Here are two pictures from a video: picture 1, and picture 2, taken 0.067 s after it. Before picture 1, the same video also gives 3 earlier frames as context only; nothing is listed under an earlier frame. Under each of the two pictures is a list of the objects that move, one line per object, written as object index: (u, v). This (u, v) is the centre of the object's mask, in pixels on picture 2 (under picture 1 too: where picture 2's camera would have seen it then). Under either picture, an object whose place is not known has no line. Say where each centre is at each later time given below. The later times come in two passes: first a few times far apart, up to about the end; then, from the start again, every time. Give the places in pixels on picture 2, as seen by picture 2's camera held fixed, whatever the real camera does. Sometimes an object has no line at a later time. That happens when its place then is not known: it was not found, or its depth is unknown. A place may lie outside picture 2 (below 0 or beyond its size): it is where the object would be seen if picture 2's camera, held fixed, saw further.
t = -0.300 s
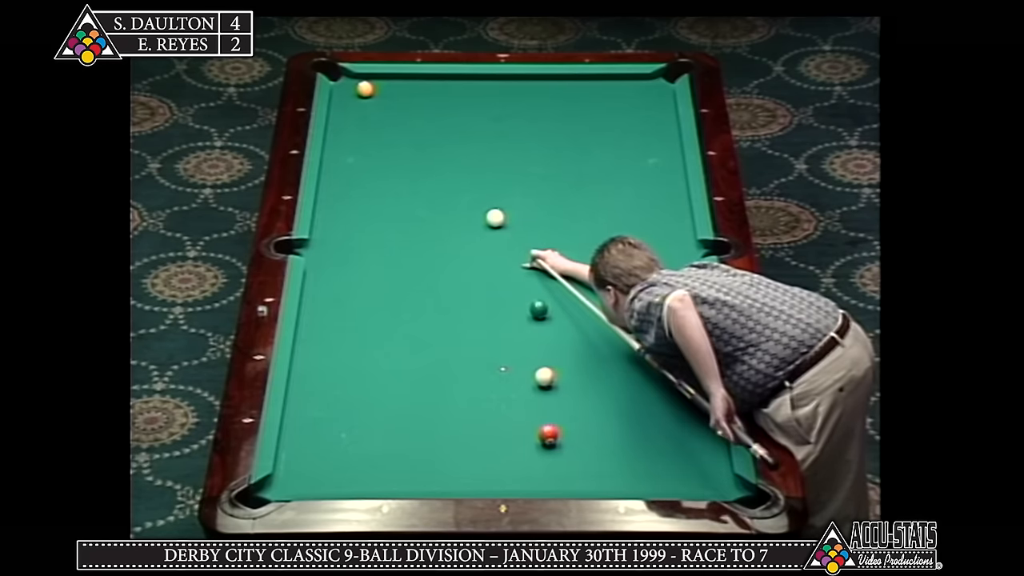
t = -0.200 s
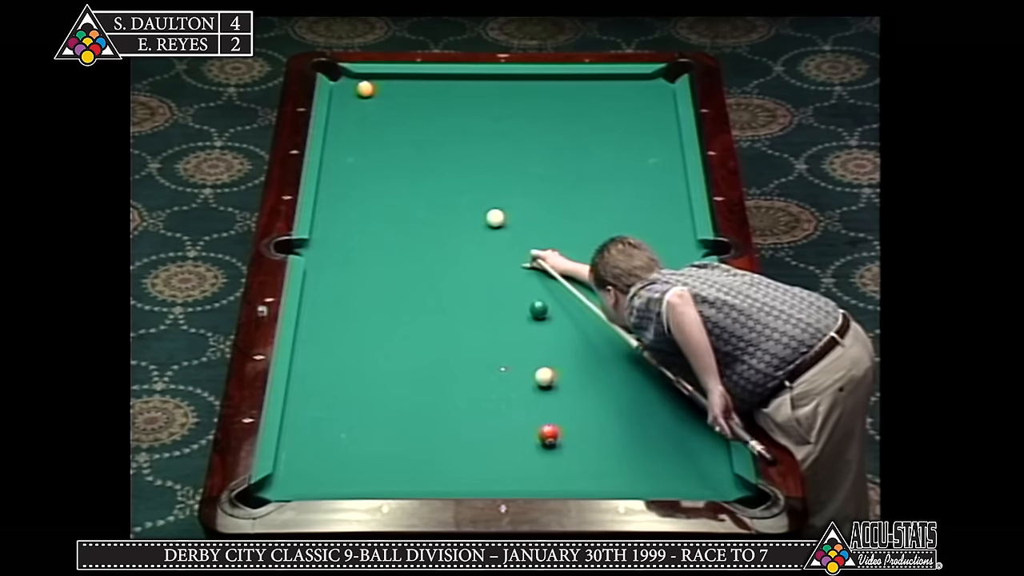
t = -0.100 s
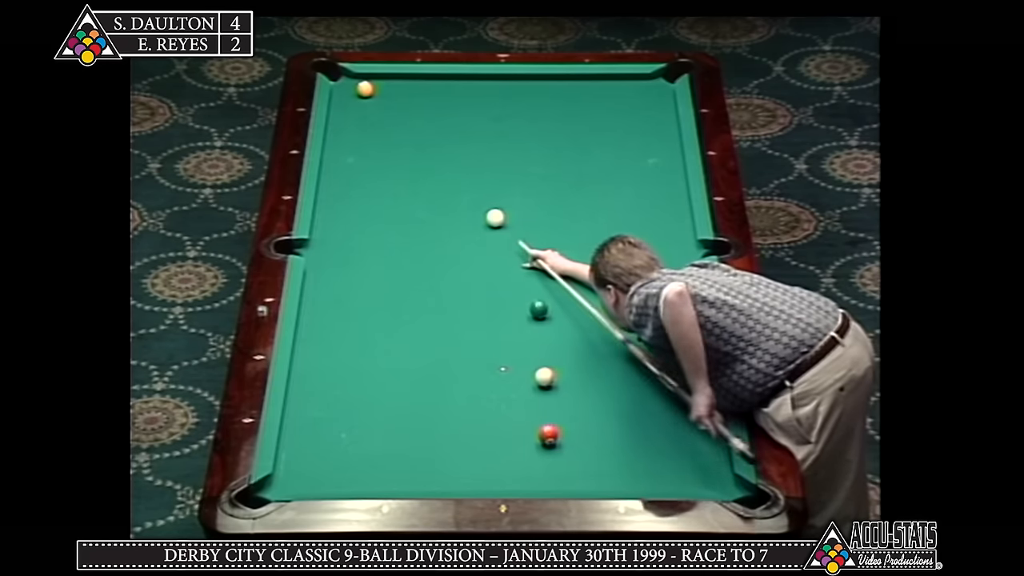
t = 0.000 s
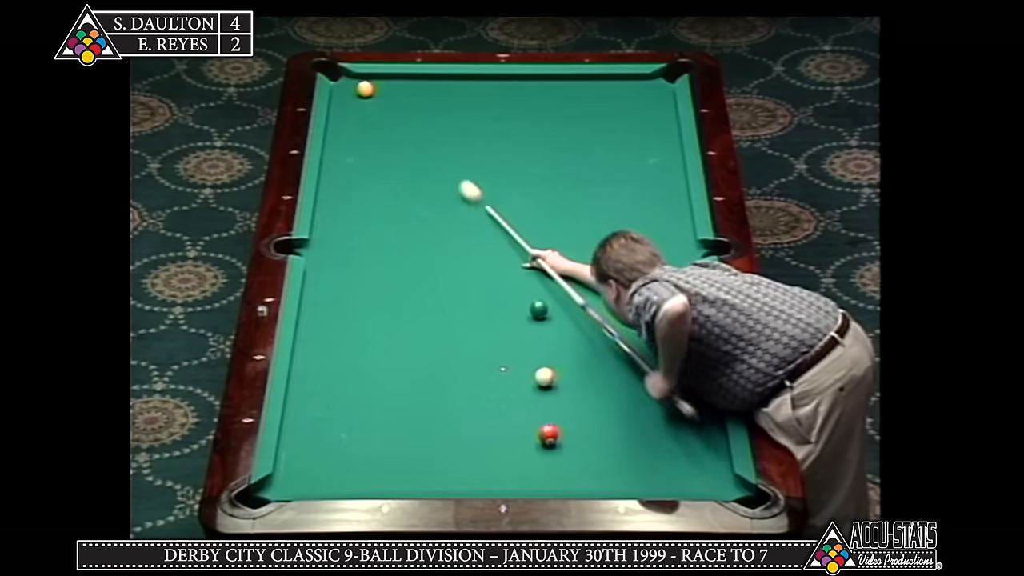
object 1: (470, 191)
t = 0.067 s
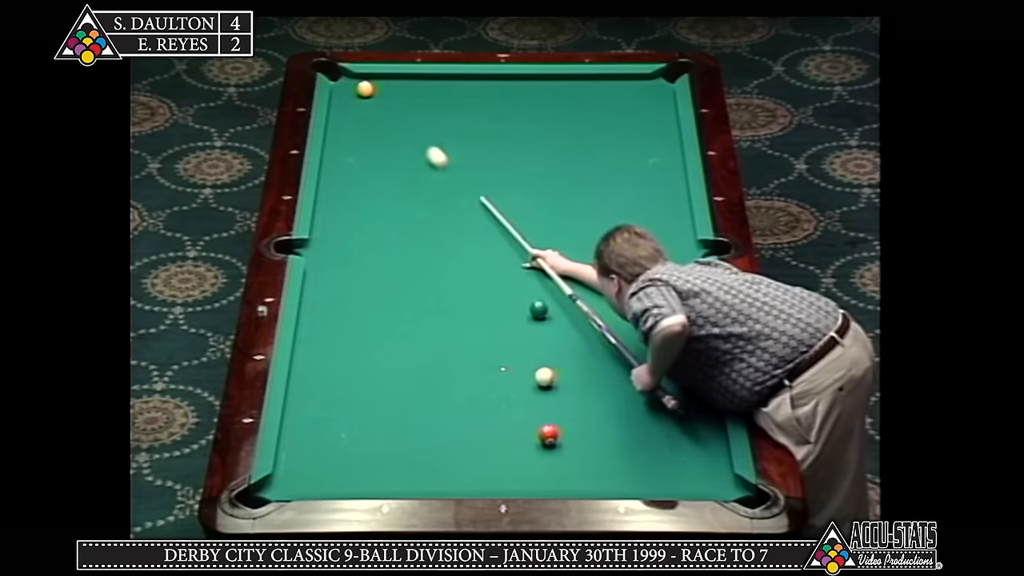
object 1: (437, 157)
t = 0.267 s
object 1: (390, 87)
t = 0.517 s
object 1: (447, 86)
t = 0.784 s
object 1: (507, 100)
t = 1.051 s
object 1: (567, 113)
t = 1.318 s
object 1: (627, 126)
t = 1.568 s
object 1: (669, 138)
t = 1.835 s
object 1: (642, 155)
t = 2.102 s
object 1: (617, 172)
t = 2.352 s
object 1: (593, 188)
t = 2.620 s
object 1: (569, 205)
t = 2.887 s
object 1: (545, 221)
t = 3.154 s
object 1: (522, 236)
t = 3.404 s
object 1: (501, 251)
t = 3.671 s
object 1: (479, 266)
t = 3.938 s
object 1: (458, 280)
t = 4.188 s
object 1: (438, 293)
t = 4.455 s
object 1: (419, 307)
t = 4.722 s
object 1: (400, 320)
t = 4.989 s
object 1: (381, 332)
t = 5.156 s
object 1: (370, 340)
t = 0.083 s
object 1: (429, 149)
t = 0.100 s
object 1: (421, 141)
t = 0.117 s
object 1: (413, 133)
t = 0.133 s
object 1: (406, 125)
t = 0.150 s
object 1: (399, 118)
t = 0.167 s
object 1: (391, 111)
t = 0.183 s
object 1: (384, 103)
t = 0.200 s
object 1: (378, 97)
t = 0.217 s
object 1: (378, 92)
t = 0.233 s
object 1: (382, 91)
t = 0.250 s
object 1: (386, 89)
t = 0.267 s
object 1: (390, 87)
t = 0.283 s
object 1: (394, 85)
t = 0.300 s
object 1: (398, 83)
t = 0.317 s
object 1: (402, 81)
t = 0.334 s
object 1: (405, 80)
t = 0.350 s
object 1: (409, 78)
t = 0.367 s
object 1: (413, 77)
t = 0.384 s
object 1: (417, 78)
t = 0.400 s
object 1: (420, 79)
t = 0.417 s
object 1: (424, 81)
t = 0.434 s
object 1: (428, 82)
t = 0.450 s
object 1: (432, 83)
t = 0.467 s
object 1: (436, 83)
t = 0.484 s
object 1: (440, 84)
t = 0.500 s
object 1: (444, 85)
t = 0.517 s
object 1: (447, 86)
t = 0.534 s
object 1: (451, 87)
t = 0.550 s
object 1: (455, 88)
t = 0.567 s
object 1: (458, 89)
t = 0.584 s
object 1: (462, 89)
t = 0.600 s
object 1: (466, 90)
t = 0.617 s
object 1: (470, 91)
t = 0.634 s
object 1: (474, 92)
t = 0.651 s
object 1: (477, 93)
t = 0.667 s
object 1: (481, 94)
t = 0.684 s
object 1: (485, 94)
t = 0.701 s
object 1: (488, 95)
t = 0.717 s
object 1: (492, 96)
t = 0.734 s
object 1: (496, 97)
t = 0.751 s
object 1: (500, 98)
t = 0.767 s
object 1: (504, 99)
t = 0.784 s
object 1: (507, 100)
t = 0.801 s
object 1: (511, 100)
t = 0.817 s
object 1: (515, 101)
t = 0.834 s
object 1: (518, 102)
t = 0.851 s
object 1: (522, 103)
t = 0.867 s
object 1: (526, 104)
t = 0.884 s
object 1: (530, 104)
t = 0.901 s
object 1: (534, 105)
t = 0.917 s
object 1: (537, 106)
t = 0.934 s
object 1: (541, 107)
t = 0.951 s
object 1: (545, 108)
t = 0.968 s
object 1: (548, 109)
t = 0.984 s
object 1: (552, 109)
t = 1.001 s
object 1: (556, 110)
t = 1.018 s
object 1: (560, 111)
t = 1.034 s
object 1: (564, 112)
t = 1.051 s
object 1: (567, 113)
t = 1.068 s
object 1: (571, 113)
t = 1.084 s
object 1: (575, 114)
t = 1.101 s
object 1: (578, 115)
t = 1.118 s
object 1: (582, 116)
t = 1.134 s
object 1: (586, 117)
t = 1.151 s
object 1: (590, 118)
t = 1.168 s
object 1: (594, 118)
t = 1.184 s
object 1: (597, 119)
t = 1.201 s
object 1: (601, 120)
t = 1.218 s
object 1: (604, 121)
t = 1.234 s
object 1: (608, 122)
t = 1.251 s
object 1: (612, 123)
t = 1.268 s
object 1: (616, 123)
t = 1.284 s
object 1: (619, 124)
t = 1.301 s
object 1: (623, 125)
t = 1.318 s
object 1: (627, 126)
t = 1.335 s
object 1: (631, 126)
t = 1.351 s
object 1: (634, 128)
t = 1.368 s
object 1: (638, 128)
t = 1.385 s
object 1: (642, 129)
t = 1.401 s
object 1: (646, 130)
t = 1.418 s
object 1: (649, 130)
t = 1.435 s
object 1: (653, 131)
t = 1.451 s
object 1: (657, 132)
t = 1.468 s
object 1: (660, 133)
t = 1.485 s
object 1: (664, 134)
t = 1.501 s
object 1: (668, 134)
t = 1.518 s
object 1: (671, 135)
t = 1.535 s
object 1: (673, 136)
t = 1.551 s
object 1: (671, 138)
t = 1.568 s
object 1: (669, 138)
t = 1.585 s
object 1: (667, 140)
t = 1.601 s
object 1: (665, 141)
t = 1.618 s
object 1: (663, 142)
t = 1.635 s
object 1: (661, 143)
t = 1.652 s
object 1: (659, 144)
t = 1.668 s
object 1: (658, 145)
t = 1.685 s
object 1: (656, 146)
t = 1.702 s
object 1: (655, 147)
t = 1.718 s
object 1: (653, 148)
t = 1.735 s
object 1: (652, 149)
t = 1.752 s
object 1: (650, 150)
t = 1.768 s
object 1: (648, 151)
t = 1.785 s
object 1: (646, 152)
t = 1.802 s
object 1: (645, 153)
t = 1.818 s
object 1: (643, 154)
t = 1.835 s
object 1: (642, 155)
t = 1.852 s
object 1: (640, 157)
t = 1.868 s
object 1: (639, 158)
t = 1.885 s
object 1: (637, 159)
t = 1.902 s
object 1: (635, 160)
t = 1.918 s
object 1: (634, 161)
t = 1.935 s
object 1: (632, 162)
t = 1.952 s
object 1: (631, 163)
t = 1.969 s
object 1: (629, 164)
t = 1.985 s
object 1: (628, 165)
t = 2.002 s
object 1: (626, 166)
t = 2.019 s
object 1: (625, 167)
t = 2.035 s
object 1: (623, 168)
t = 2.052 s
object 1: (621, 169)
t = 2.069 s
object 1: (620, 170)
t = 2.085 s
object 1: (618, 171)
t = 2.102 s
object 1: (617, 172)
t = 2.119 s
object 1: (615, 173)
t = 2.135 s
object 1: (614, 174)
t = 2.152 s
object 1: (612, 175)
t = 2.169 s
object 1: (610, 177)
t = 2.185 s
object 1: (609, 178)
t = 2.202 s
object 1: (607, 179)
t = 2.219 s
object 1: (606, 180)
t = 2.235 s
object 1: (604, 181)
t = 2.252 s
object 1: (603, 182)
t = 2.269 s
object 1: (601, 183)
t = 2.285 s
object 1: (599, 184)
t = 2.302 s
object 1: (598, 185)
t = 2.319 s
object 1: (596, 186)
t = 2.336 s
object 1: (595, 187)
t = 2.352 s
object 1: (593, 188)
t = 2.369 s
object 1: (592, 189)
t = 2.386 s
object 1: (590, 190)
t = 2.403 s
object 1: (589, 191)
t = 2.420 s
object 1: (587, 192)
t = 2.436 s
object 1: (586, 193)
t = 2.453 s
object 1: (584, 195)
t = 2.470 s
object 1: (583, 195)
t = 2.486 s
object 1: (581, 197)
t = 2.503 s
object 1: (579, 198)
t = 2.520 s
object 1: (578, 199)
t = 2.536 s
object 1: (577, 200)
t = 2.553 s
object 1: (575, 201)
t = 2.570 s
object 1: (573, 202)
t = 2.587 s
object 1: (572, 203)
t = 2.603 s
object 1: (571, 204)
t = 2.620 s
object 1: (569, 205)
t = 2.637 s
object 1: (567, 205)
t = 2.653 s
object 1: (566, 207)
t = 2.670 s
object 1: (565, 208)
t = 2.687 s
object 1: (563, 209)
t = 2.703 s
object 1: (561, 210)
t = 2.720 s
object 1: (560, 211)
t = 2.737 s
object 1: (558, 212)
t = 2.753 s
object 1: (557, 213)
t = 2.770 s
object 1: (555, 214)
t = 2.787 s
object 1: (554, 215)
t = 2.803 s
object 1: (552, 216)
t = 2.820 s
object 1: (551, 217)
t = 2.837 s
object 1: (549, 218)
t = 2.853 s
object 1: (548, 219)
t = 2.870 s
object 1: (547, 220)
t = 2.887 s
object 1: (545, 221)
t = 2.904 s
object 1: (544, 222)
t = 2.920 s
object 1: (542, 223)
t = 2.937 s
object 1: (541, 224)
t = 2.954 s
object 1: (539, 225)
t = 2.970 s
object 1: (538, 226)
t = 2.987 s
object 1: (536, 227)
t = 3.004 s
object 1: (535, 228)
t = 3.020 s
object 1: (534, 229)
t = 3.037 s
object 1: (532, 230)
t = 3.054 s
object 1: (531, 230)
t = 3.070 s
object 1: (529, 231)
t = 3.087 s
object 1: (528, 233)
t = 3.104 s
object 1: (526, 234)
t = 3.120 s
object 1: (525, 235)
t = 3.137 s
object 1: (524, 236)
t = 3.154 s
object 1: (522, 236)
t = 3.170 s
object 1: (521, 237)
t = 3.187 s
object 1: (519, 238)
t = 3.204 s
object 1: (518, 239)
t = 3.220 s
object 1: (516, 240)
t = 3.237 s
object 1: (515, 241)
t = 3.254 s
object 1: (514, 242)
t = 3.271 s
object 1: (512, 243)
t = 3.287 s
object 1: (511, 244)
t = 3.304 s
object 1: (510, 245)
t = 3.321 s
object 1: (508, 246)
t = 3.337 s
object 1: (506, 247)
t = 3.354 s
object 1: (505, 248)
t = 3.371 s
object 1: (504, 249)
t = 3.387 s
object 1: (502, 250)
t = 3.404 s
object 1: (501, 251)
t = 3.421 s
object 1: (499, 252)
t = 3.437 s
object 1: (498, 253)
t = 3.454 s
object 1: (497, 254)
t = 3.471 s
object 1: (495, 255)
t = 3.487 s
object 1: (494, 255)
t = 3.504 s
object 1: (493, 256)
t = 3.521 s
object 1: (491, 257)
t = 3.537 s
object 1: (490, 258)
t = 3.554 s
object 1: (488, 259)
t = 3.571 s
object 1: (487, 260)
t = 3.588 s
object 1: (486, 261)
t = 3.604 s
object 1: (484, 262)
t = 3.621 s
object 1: (483, 263)
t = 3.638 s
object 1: (482, 264)
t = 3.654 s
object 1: (480, 265)
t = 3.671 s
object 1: (479, 266)
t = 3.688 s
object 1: (477, 266)
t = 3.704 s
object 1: (476, 267)
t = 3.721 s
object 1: (475, 268)
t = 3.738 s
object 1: (474, 270)
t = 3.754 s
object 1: (472, 270)
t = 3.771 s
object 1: (471, 271)
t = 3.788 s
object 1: (470, 272)
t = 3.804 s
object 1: (468, 273)
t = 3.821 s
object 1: (467, 274)
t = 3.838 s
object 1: (465, 275)
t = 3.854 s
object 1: (464, 276)
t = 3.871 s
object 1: (463, 277)
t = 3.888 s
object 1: (461, 278)
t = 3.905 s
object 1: (460, 278)
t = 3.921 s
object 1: (459, 279)
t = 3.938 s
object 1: (458, 280)
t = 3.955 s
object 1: (456, 281)
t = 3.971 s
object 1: (455, 282)
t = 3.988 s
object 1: (454, 283)
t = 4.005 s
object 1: (452, 284)
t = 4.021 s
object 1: (451, 285)
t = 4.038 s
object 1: (450, 285)
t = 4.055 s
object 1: (449, 286)
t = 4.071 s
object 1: (447, 287)
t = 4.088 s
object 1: (446, 288)
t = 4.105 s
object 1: (445, 289)
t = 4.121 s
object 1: (443, 290)
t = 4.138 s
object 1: (442, 291)
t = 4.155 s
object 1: (441, 291)
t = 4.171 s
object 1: (440, 292)
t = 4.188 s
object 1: (438, 293)
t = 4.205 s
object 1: (437, 294)
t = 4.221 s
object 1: (436, 295)
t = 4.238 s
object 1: (435, 296)
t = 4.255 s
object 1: (433, 297)
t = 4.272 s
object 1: (432, 297)
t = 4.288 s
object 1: (431, 298)
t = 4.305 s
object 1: (430, 299)
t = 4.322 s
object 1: (428, 300)
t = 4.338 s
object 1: (427, 301)
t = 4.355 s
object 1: (426, 302)
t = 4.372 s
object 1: (425, 303)
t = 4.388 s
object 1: (423, 303)
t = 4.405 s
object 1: (422, 304)
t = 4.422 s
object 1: (421, 305)
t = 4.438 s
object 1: (420, 306)
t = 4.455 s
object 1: (419, 307)
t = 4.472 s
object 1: (417, 308)
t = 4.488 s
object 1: (416, 308)
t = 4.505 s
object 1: (415, 309)
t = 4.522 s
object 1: (414, 310)
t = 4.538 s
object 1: (413, 311)
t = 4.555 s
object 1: (411, 312)
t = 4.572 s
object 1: (410, 313)
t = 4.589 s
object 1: (409, 313)
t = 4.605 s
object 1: (408, 314)
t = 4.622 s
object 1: (407, 315)
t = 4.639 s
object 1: (406, 315)
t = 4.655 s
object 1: (404, 316)
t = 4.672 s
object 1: (403, 317)
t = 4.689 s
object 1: (402, 318)
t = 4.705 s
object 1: (401, 319)
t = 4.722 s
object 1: (400, 320)
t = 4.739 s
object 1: (398, 320)
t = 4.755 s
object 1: (397, 321)
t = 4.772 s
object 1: (396, 322)
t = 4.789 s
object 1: (395, 323)
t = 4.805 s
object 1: (394, 324)
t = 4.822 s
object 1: (393, 325)
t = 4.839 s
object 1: (391, 325)
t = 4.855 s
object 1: (390, 326)
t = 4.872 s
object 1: (389, 327)
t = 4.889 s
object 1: (388, 328)
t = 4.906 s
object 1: (387, 328)
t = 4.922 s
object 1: (386, 329)
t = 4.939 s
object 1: (385, 330)
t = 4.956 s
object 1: (384, 331)
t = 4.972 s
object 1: (383, 332)
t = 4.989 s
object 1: (381, 332)
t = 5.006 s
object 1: (380, 333)
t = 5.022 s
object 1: (379, 334)
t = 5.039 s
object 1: (378, 334)
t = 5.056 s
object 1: (377, 335)
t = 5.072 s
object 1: (376, 336)
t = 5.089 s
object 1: (375, 337)
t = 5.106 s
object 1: (374, 337)
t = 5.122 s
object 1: (373, 338)
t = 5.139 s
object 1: (371, 339)
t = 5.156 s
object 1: (370, 340)
